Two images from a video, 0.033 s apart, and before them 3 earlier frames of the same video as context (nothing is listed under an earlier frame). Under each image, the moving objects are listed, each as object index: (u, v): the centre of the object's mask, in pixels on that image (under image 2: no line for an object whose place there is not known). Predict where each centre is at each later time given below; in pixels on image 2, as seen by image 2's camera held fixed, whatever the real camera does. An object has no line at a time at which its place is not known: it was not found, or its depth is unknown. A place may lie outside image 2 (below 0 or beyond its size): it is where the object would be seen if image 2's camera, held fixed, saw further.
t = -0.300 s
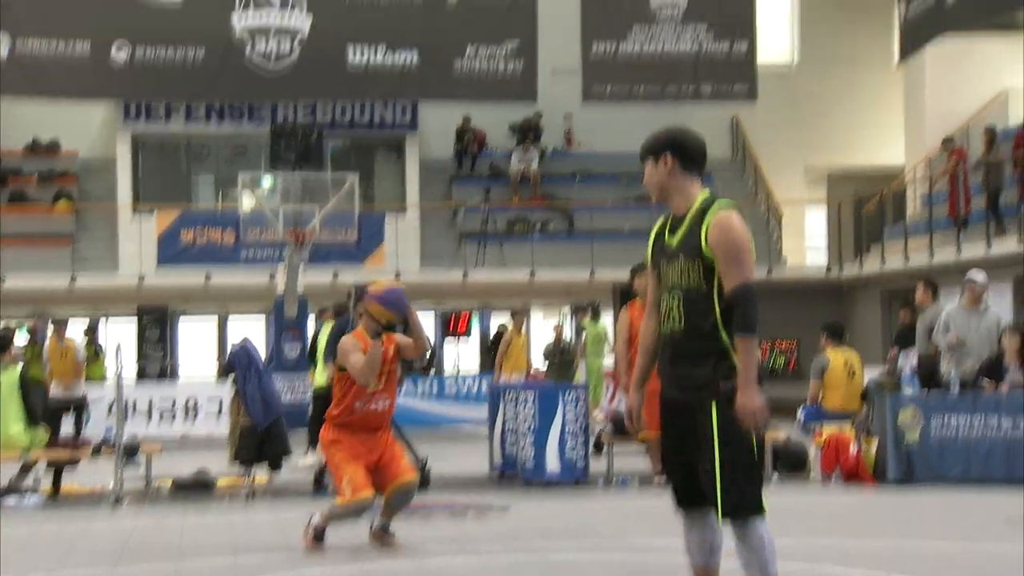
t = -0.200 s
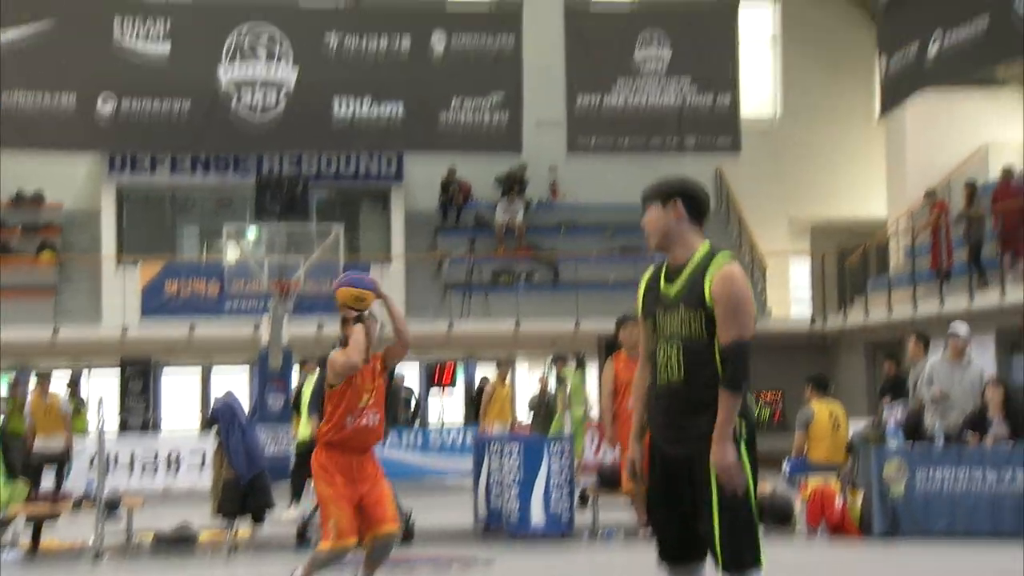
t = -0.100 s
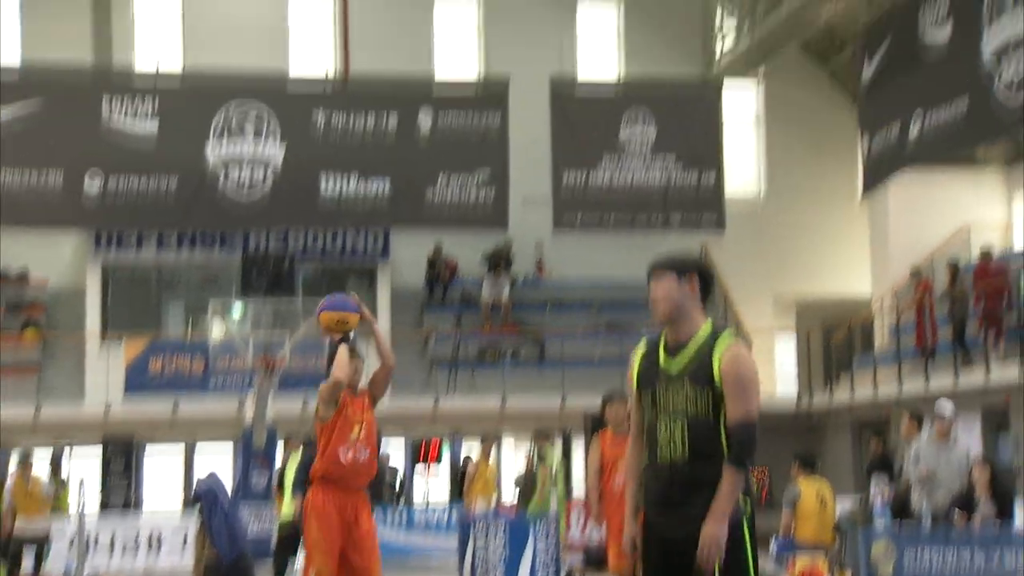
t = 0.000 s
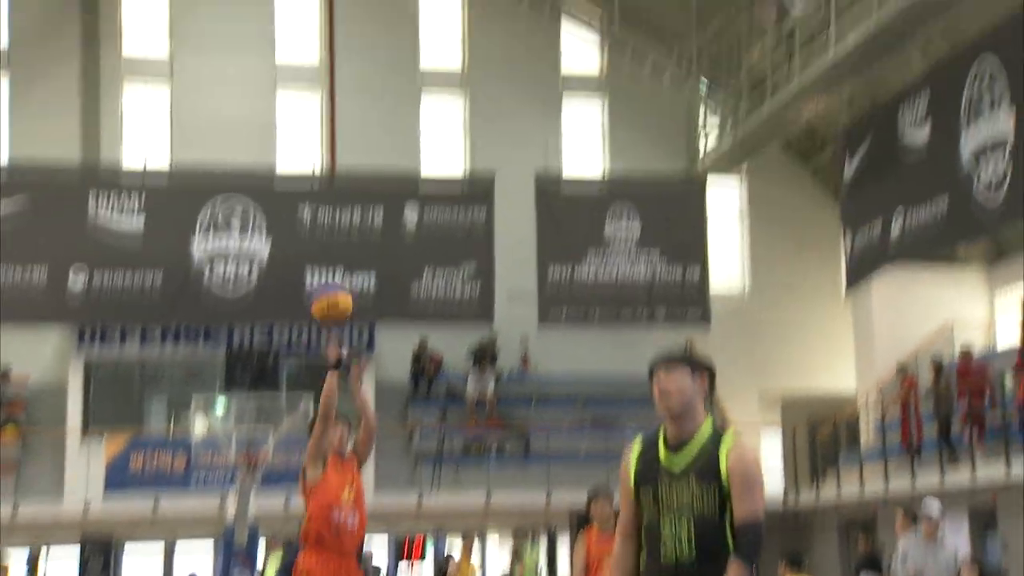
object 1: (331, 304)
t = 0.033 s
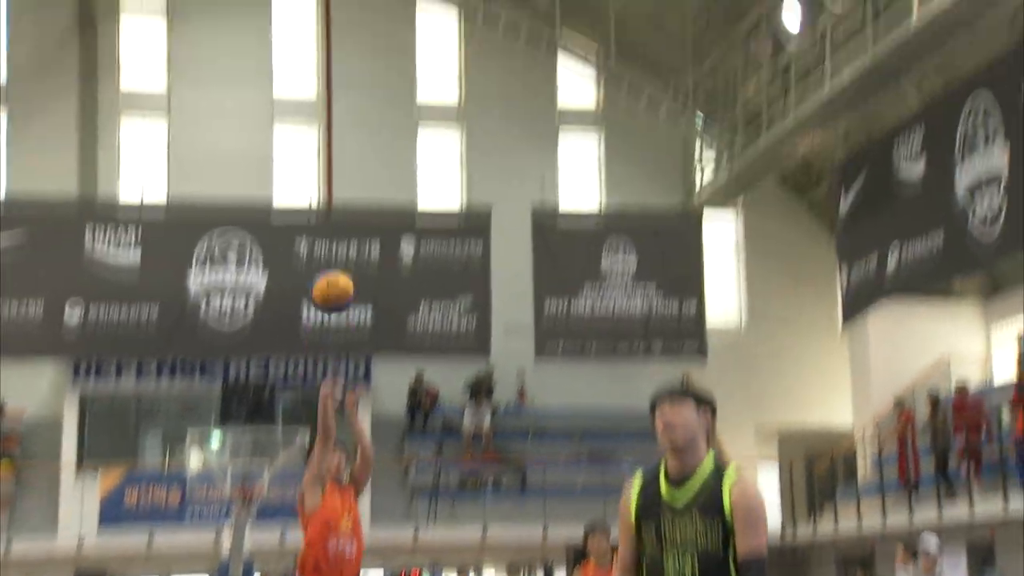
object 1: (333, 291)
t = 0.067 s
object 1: (336, 244)
